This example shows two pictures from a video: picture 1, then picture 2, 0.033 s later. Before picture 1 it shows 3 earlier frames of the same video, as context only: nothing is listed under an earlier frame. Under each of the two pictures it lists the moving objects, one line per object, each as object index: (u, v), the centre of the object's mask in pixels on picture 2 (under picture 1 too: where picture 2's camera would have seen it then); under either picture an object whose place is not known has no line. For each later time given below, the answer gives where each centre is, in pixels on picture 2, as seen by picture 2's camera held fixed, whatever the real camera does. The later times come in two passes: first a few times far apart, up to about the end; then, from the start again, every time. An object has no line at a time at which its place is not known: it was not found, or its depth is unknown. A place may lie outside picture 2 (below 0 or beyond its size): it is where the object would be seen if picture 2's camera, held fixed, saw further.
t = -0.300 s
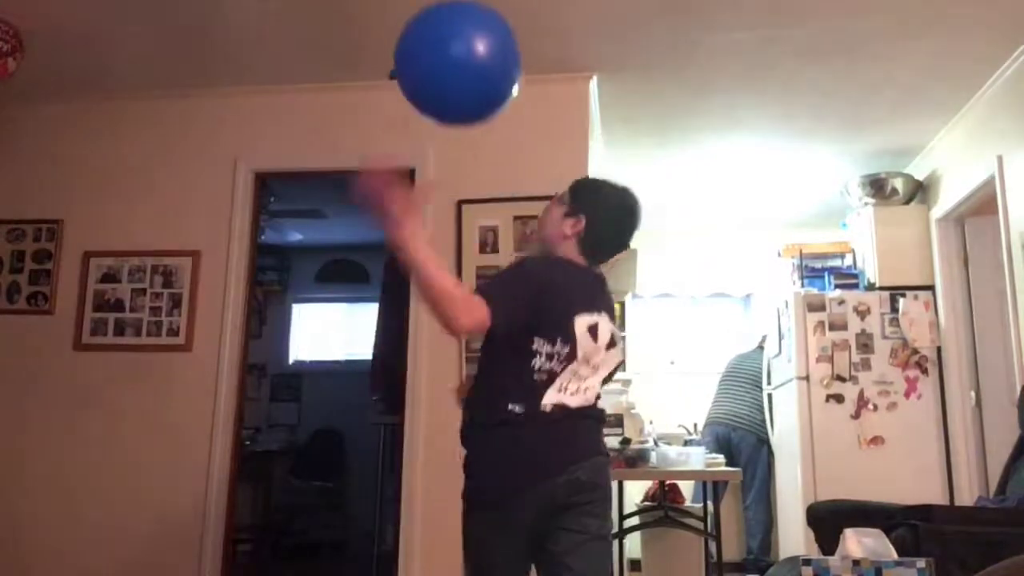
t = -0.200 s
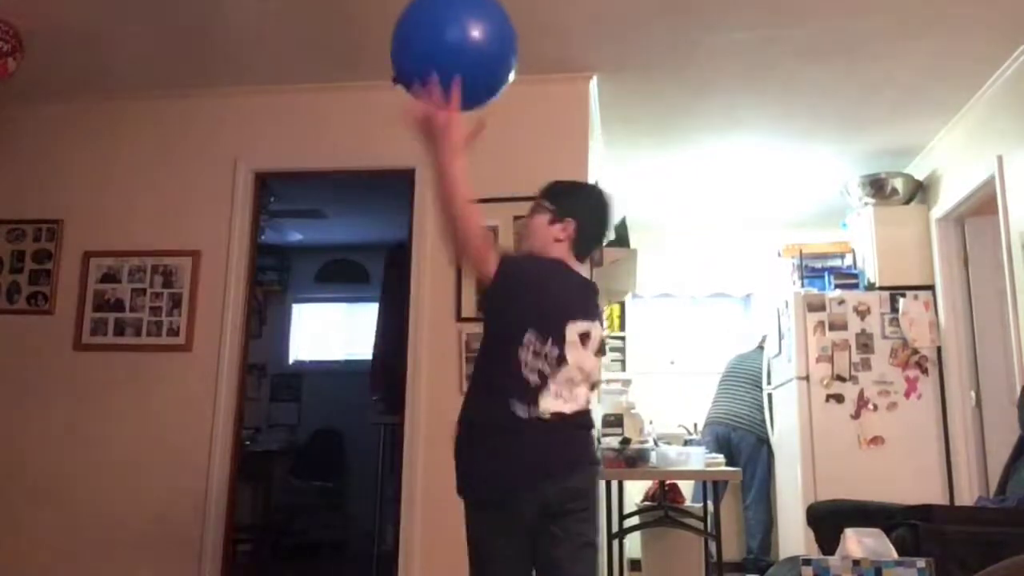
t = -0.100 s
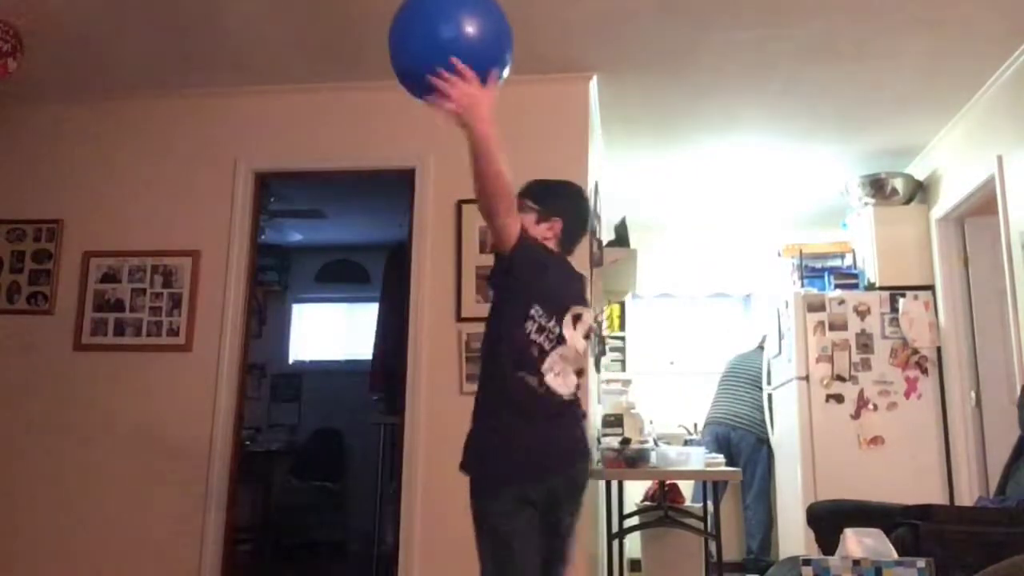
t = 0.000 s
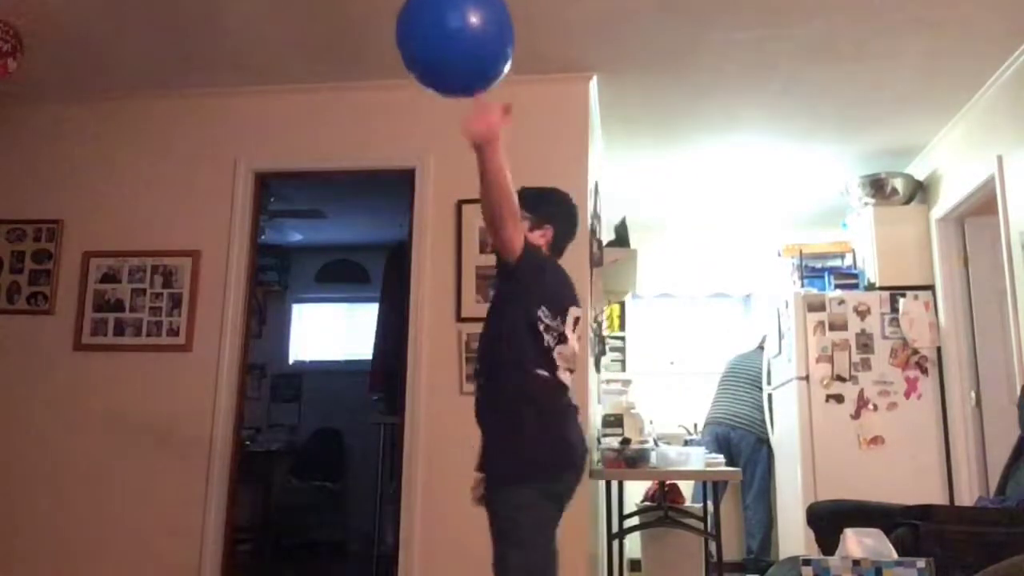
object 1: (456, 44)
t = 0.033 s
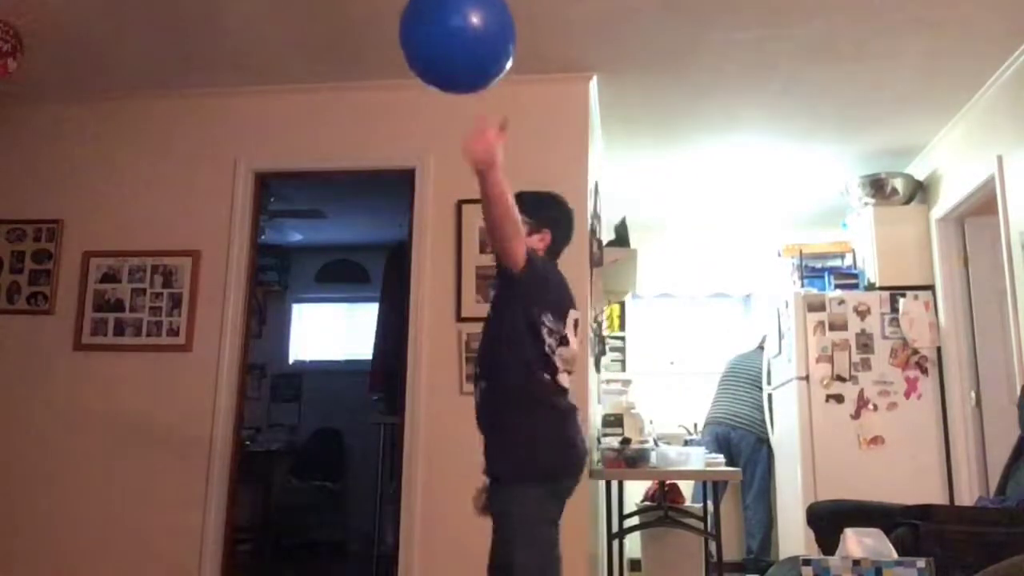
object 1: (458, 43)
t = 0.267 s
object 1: (468, 49)
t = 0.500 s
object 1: (469, 94)
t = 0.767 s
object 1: (467, 176)
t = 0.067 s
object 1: (460, 43)
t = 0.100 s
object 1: (462, 43)
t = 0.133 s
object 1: (465, 43)
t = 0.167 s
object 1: (467, 44)
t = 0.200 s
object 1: (467, 45)
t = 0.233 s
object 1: (468, 47)
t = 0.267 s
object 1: (468, 49)
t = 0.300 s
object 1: (469, 54)
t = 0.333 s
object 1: (469, 58)
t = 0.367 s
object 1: (469, 64)
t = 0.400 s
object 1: (469, 70)
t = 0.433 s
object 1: (469, 78)
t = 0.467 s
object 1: (469, 86)
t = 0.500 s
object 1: (469, 94)
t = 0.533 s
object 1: (468, 103)
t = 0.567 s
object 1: (468, 112)
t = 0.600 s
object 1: (469, 123)
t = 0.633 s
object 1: (469, 133)
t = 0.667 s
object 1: (469, 143)
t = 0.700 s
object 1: (469, 154)
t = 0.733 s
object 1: (468, 165)
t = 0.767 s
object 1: (467, 176)
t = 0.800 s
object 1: (466, 188)
